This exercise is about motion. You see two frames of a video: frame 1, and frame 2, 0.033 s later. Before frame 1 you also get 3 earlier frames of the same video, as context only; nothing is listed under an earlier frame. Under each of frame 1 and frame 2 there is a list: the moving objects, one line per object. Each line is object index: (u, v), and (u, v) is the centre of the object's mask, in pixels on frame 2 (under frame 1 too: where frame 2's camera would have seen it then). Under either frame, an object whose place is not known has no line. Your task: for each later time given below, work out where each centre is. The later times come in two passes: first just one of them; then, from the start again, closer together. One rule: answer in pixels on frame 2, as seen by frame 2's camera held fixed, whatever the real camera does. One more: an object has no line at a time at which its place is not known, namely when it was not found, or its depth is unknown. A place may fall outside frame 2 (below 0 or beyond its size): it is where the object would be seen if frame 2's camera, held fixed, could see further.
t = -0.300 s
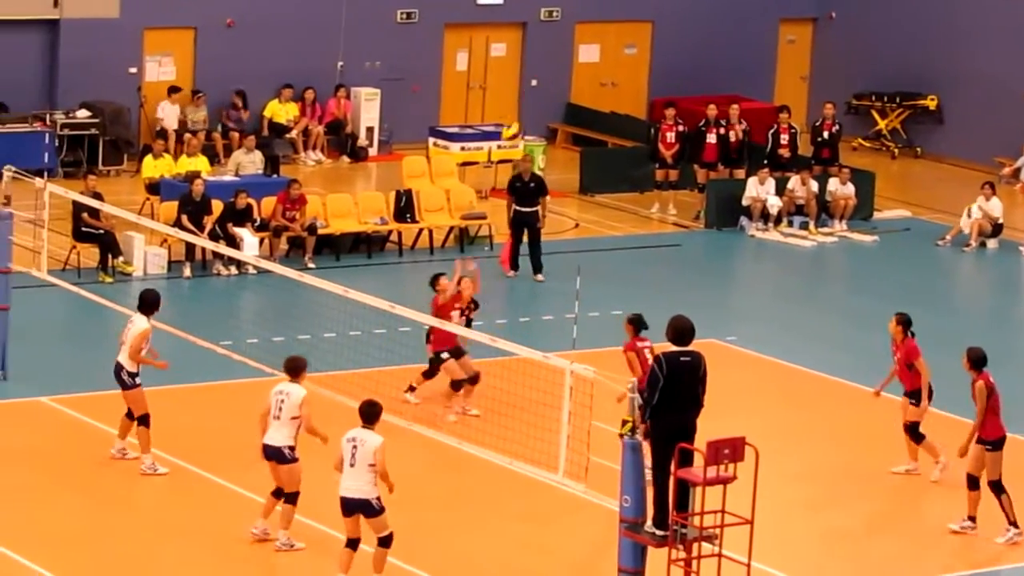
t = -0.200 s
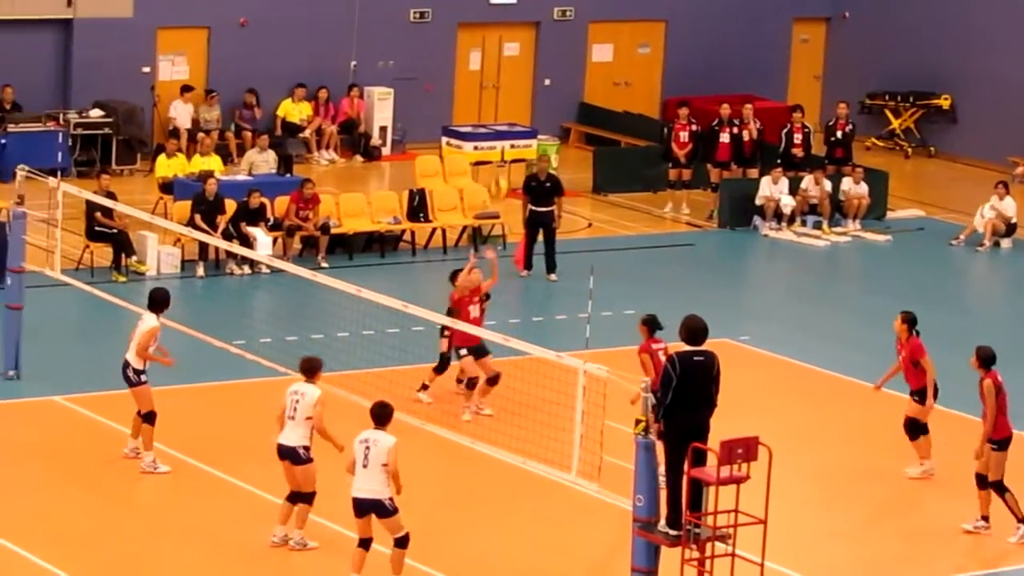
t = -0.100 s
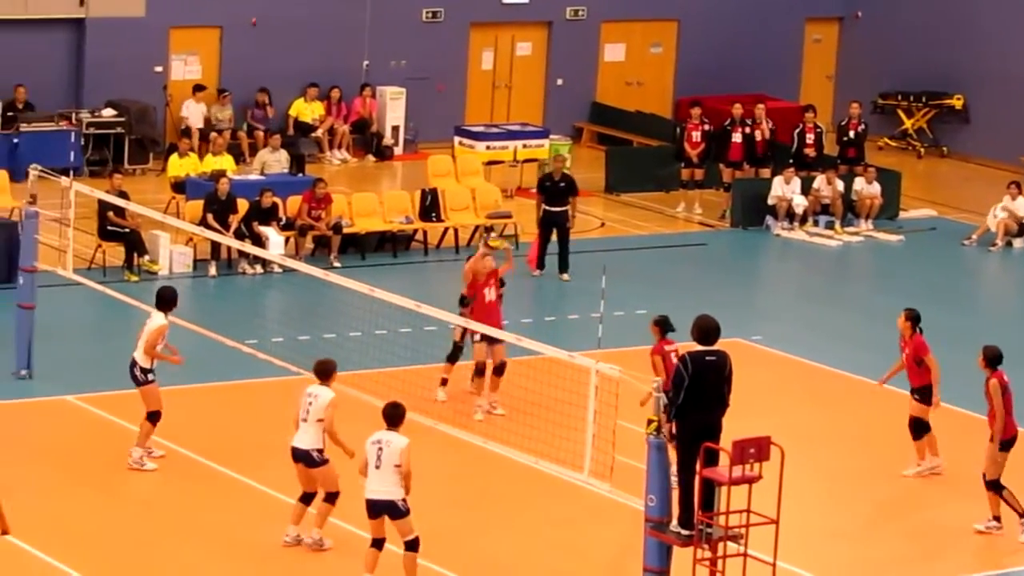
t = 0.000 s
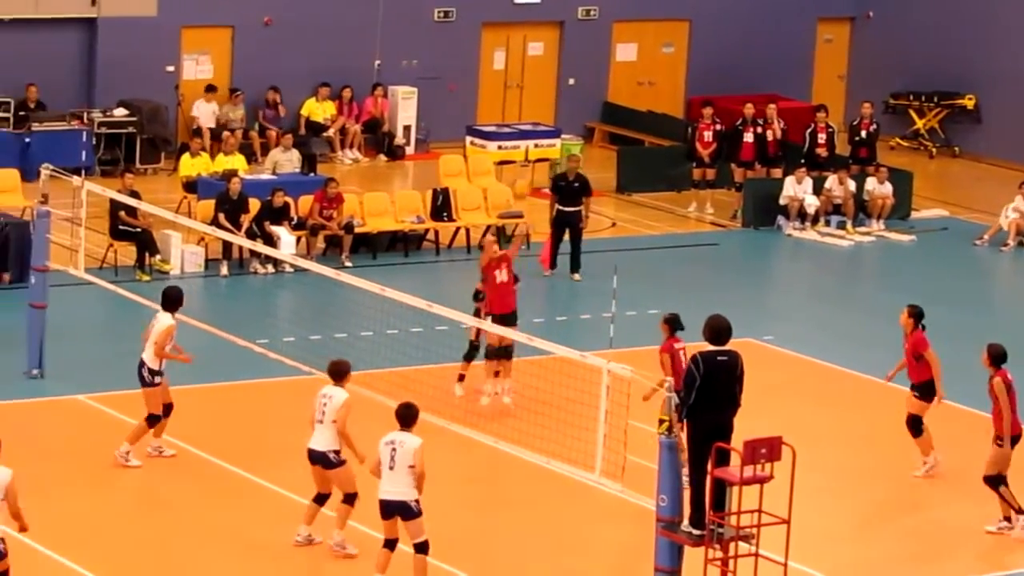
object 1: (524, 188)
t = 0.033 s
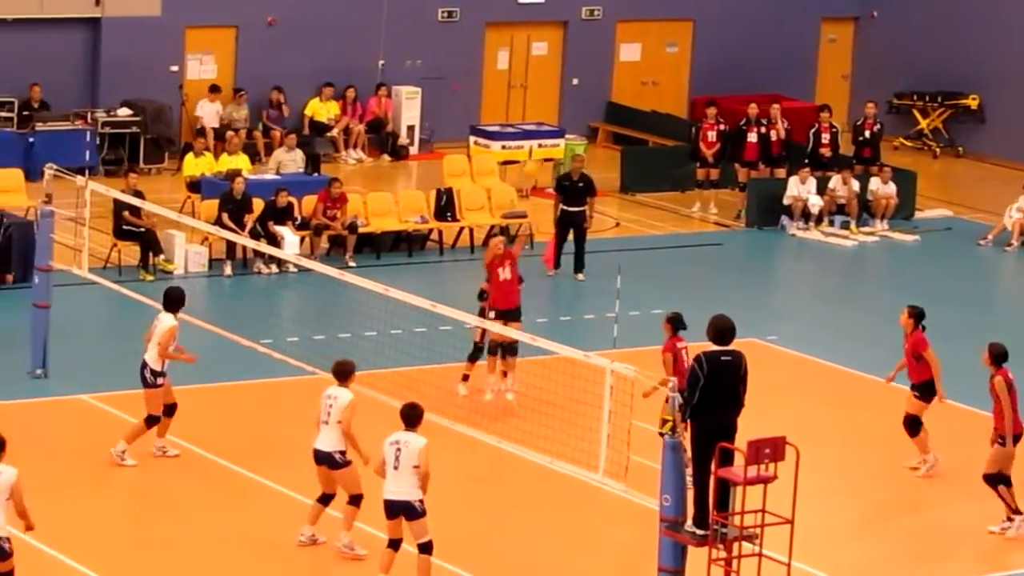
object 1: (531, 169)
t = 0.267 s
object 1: (587, 65)
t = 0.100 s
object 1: (550, 132)
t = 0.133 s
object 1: (557, 117)
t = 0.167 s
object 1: (564, 103)
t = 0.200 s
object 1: (573, 89)
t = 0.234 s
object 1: (579, 77)
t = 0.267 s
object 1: (587, 65)
